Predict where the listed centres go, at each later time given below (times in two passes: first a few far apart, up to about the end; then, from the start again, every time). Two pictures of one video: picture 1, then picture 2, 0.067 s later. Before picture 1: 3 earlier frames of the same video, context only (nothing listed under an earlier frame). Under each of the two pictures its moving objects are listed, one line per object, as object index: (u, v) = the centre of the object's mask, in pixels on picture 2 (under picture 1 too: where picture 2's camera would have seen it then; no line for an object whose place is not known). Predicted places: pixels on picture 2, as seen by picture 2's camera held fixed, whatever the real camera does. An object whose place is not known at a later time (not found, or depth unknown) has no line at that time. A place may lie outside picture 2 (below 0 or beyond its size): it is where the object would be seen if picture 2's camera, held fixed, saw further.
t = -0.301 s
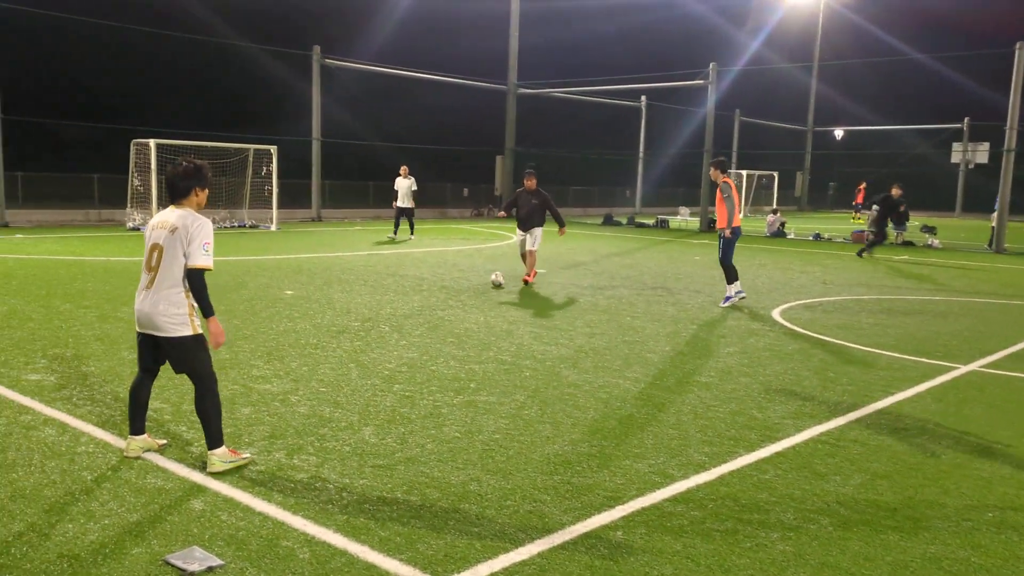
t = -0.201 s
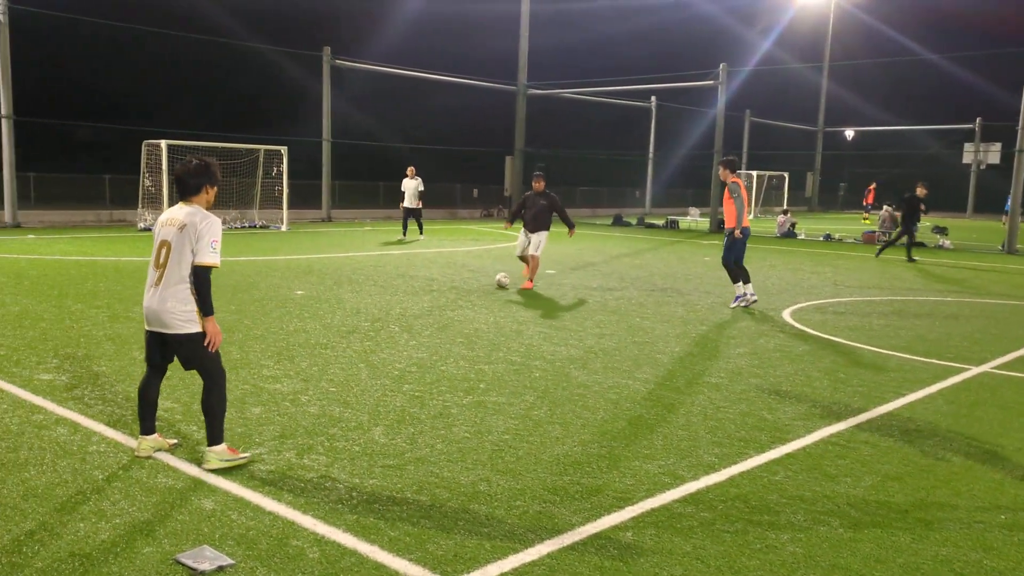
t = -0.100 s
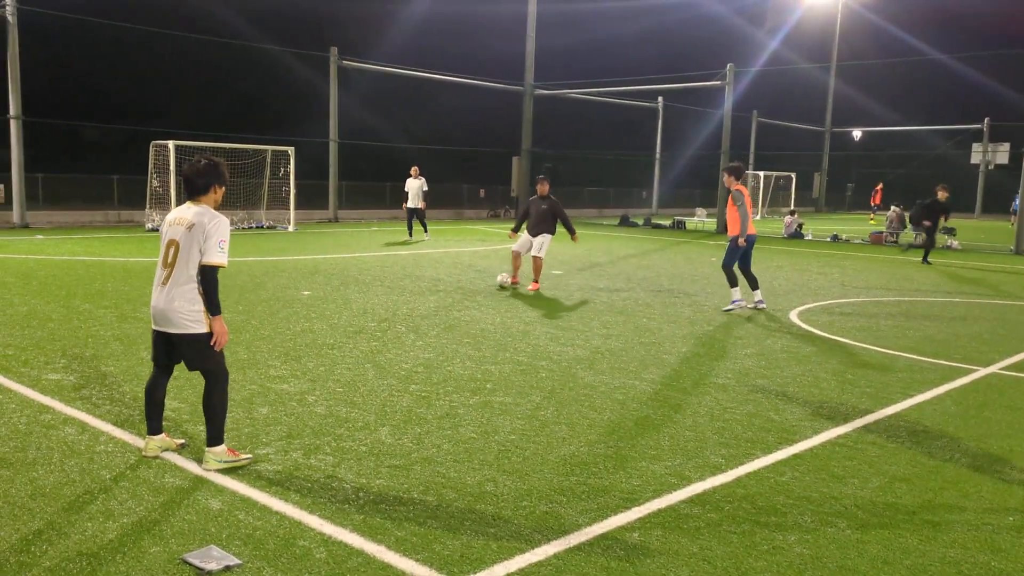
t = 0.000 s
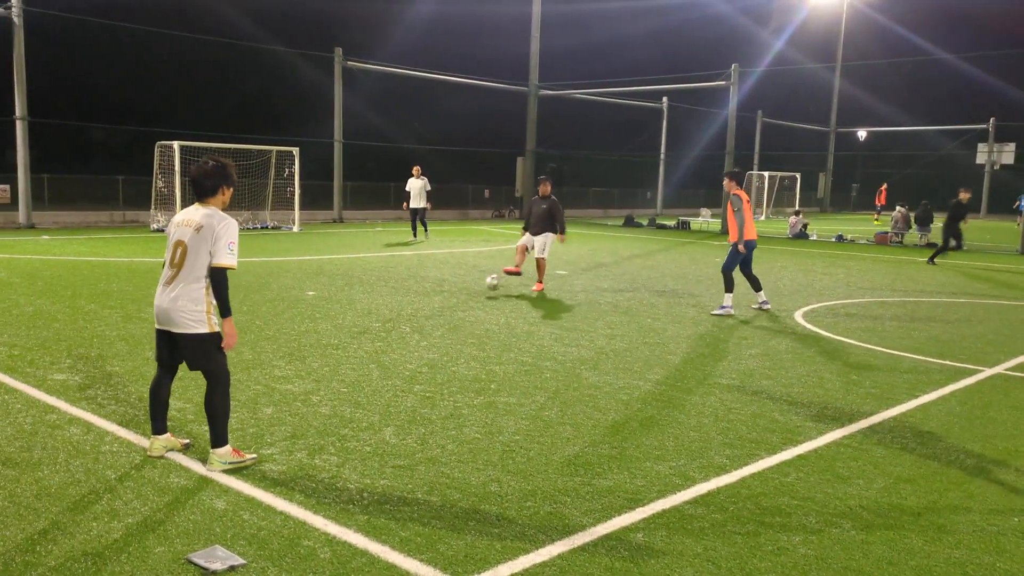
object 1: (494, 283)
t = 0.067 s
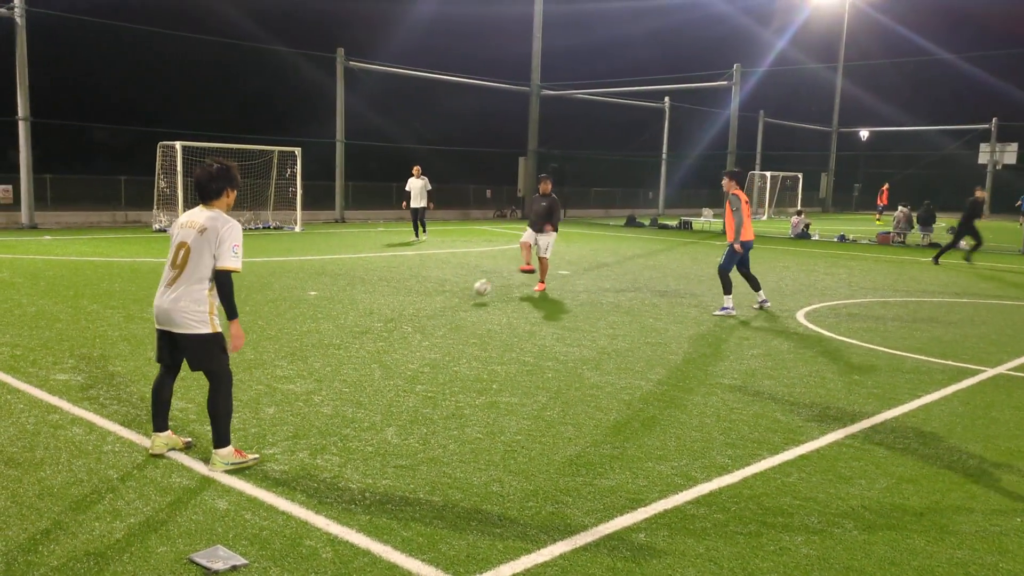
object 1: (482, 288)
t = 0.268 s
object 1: (438, 309)
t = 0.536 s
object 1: (367, 342)
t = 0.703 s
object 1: (312, 362)
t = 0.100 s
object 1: (475, 292)
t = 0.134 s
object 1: (468, 297)
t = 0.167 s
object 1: (460, 303)
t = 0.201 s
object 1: (452, 304)
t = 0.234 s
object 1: (445, 307)
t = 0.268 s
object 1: (438, 309)
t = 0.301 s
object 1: (430, 313)
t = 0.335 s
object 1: (421, 320)
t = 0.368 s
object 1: (412, 323)
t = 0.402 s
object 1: (404, 326)
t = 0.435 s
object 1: (396, 330)
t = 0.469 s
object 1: (386, 334)
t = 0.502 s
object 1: (377, 339)
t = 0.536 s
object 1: (367, 342)
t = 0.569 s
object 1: (357, 346)
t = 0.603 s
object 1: (345, 351)
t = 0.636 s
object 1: (334, 357)
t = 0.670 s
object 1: (323, 359)
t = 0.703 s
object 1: (312, 362)
